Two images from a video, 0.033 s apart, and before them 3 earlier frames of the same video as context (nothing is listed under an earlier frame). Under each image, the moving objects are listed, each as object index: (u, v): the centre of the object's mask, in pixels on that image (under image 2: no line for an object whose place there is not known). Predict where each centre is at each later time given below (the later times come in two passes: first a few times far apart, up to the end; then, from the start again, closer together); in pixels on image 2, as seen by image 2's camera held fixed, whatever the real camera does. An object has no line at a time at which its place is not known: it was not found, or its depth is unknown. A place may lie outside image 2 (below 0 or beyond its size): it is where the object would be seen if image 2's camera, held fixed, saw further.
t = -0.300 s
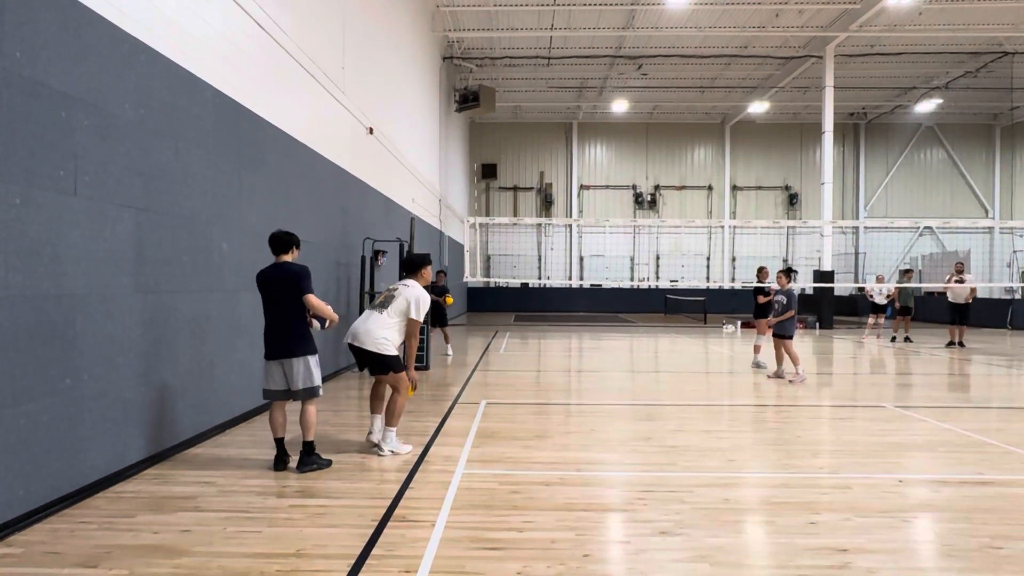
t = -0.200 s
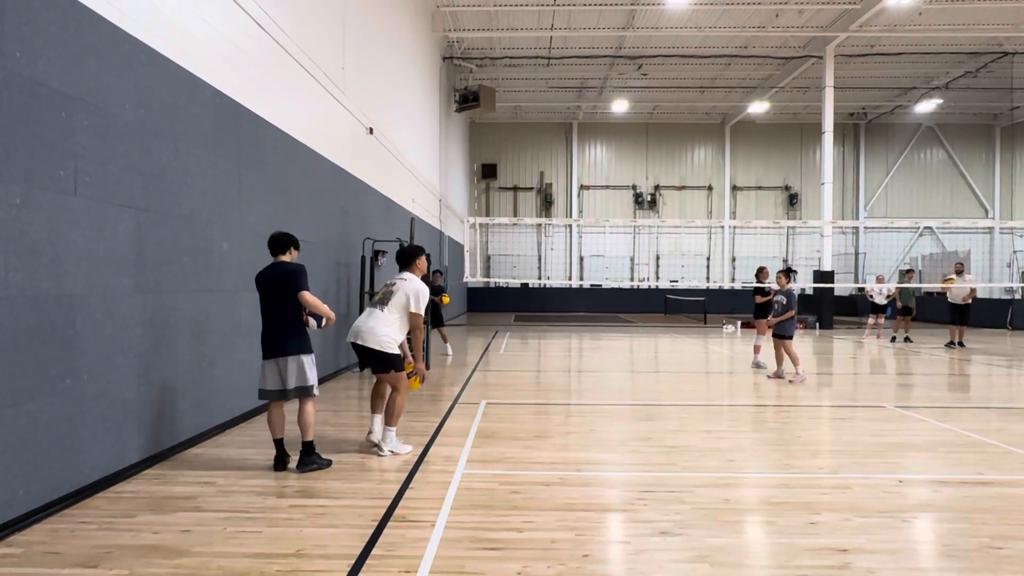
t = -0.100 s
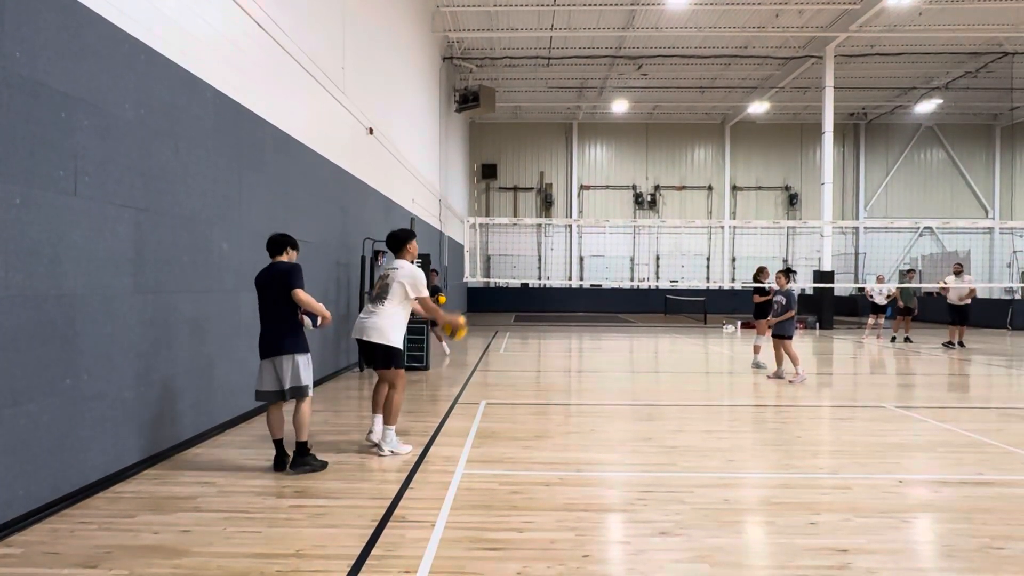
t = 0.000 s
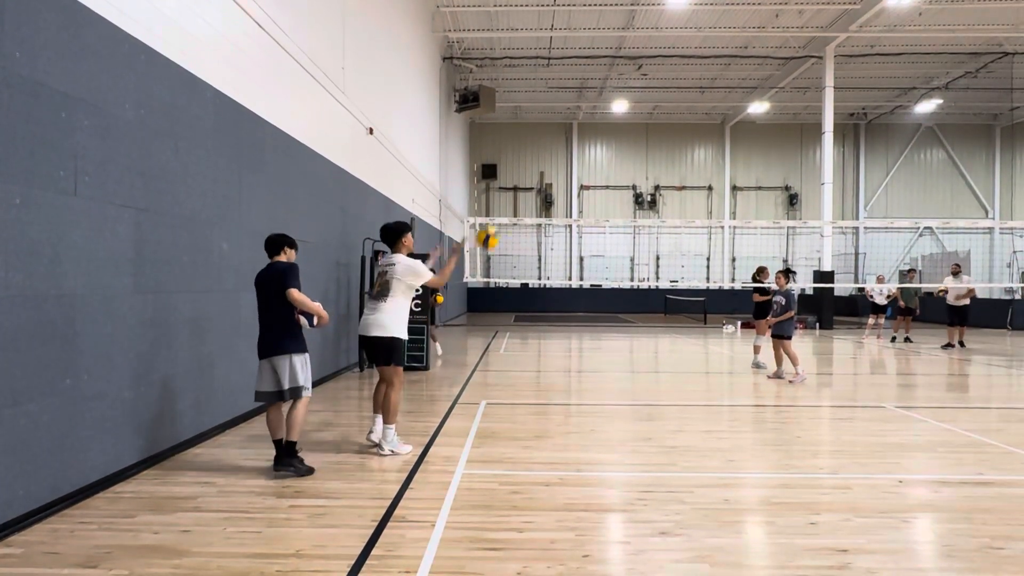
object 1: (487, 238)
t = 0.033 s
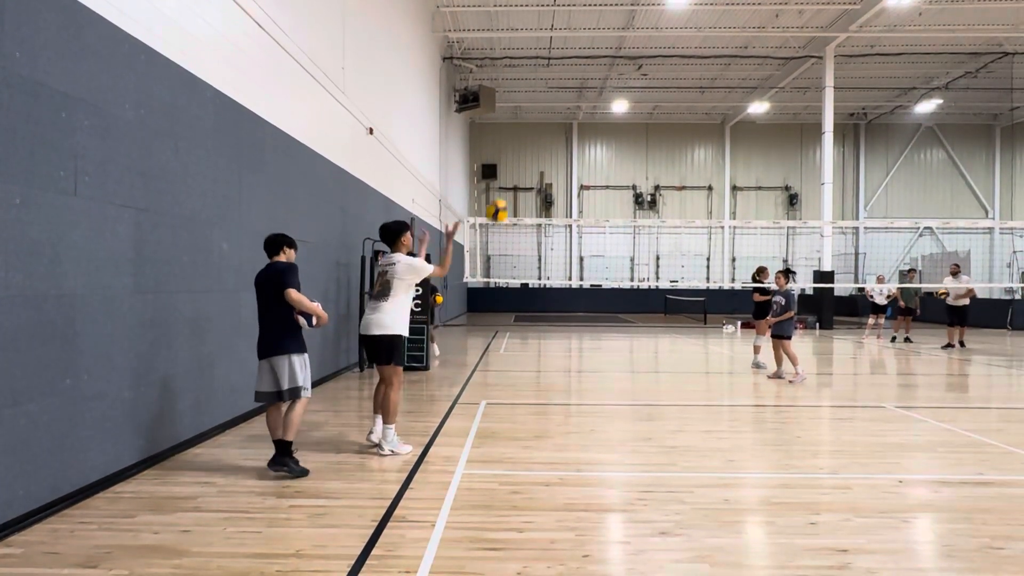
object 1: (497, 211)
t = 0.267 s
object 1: (555, 77)
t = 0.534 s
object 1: (608, 13)
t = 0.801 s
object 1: (653, 17)
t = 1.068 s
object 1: (690, 76)
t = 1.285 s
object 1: (714, 154)
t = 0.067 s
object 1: (506, 186)
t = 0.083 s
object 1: (511, 175)
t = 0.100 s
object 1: (515, 164)
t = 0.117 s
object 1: (520, 153)
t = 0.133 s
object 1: (524, 143)
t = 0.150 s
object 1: (528, 133)
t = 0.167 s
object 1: (532, 124)
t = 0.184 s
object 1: (536, 115)
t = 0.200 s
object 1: (540, 107)
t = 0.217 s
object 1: (544, 98)
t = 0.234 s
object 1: (548, 91)
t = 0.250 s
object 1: (551, 84)
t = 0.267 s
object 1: (555, 77)
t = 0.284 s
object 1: (558, 71)
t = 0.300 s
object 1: (562, 64)
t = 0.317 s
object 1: (566, 58)
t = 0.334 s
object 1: (570, 53)
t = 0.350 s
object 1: (573, 48)
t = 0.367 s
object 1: (576, 43)
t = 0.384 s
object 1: (579, 38)
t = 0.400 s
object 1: (583, 34)
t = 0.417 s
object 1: (586, 31)
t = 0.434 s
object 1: (590, 27)
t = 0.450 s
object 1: (593, 24)
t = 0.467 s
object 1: (596, 21)
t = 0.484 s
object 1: (599, 19)
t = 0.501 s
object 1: (602, 16)
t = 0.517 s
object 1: (605, 14)
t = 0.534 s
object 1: (608, 13)
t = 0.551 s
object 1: (611, 11)
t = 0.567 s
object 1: (614, 10)
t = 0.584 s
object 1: (617, 9)
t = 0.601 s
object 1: (620, 9)
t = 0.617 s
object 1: (623, 8)
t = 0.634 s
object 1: (626, 8)
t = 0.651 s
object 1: (629, 8)
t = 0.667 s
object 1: (631, 8)
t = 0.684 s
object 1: (634, 9)
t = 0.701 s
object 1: (637, 9)
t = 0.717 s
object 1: (640, 10)
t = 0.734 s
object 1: (642, 10)
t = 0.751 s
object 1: (645, 11)
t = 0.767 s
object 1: (648, 13)
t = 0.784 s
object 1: (650, 15)
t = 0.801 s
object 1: (653, 17)
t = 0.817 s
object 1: (655, 19)
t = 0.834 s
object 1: (658, 22)
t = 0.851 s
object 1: (661, 24)
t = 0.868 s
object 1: (663, 27)
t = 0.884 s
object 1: (665, 30)
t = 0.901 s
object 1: (667, 33)
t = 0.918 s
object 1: (670, 36)
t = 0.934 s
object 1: (672, 41)
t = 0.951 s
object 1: (675, 44)
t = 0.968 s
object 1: (677, 48)
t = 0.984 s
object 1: (679, 52)
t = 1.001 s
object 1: (682, 57)
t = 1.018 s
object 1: (683, 61)
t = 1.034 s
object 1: (686, 66)
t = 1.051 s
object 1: (688, 71)
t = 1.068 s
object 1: (690, 76)
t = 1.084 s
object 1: (692, 81)
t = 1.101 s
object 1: (693, 86)
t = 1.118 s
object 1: (696, 92)
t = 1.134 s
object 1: (698, 97)
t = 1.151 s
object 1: (700, 103)
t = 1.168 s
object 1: (701, 109)
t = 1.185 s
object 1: (703, 115)
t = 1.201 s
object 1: (706, 121)
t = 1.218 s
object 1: (707, 128)
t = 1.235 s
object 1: (709, 134)
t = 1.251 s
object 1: (711, 141)
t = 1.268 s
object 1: (713, 148)
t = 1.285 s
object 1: (714, 154)
